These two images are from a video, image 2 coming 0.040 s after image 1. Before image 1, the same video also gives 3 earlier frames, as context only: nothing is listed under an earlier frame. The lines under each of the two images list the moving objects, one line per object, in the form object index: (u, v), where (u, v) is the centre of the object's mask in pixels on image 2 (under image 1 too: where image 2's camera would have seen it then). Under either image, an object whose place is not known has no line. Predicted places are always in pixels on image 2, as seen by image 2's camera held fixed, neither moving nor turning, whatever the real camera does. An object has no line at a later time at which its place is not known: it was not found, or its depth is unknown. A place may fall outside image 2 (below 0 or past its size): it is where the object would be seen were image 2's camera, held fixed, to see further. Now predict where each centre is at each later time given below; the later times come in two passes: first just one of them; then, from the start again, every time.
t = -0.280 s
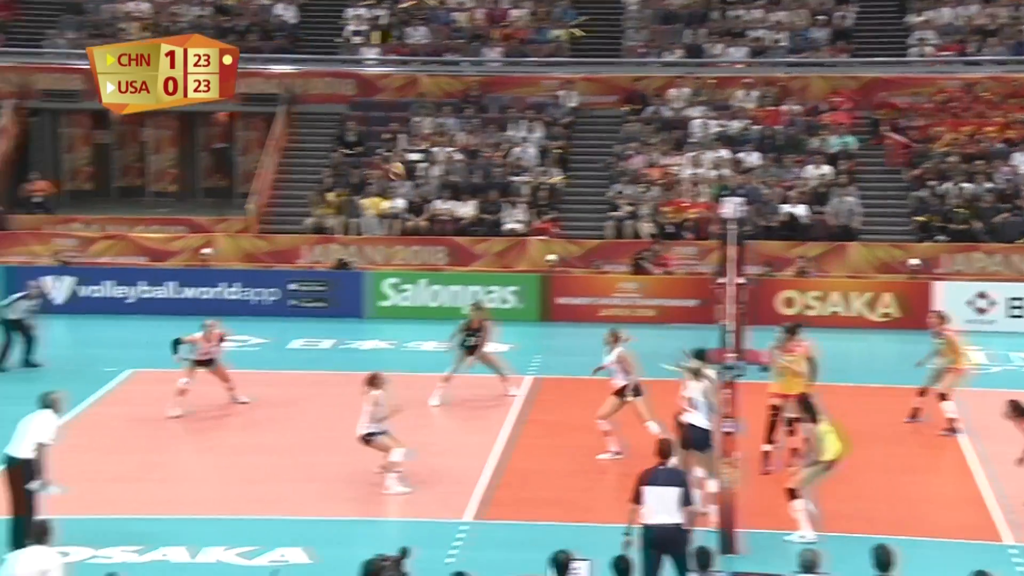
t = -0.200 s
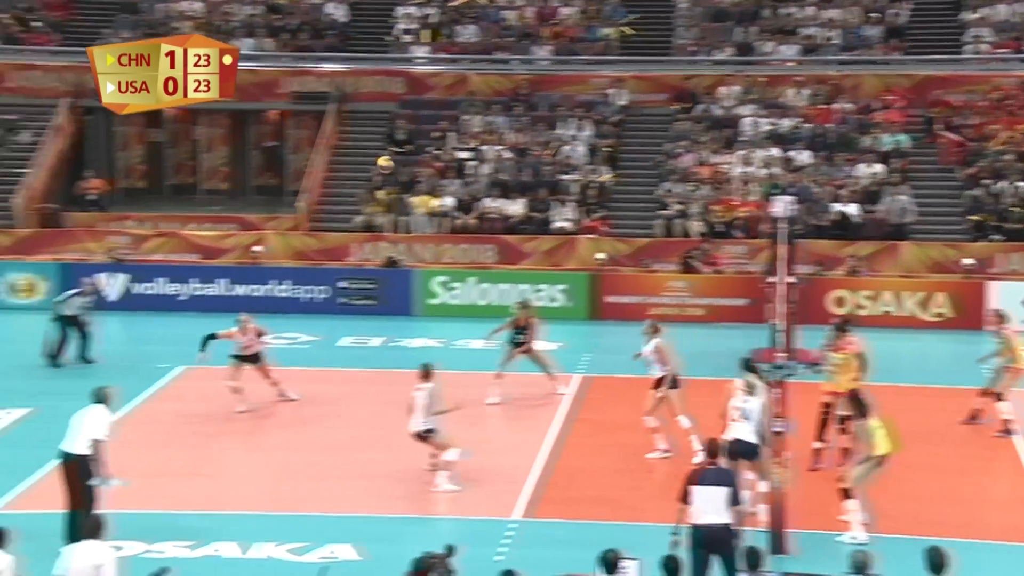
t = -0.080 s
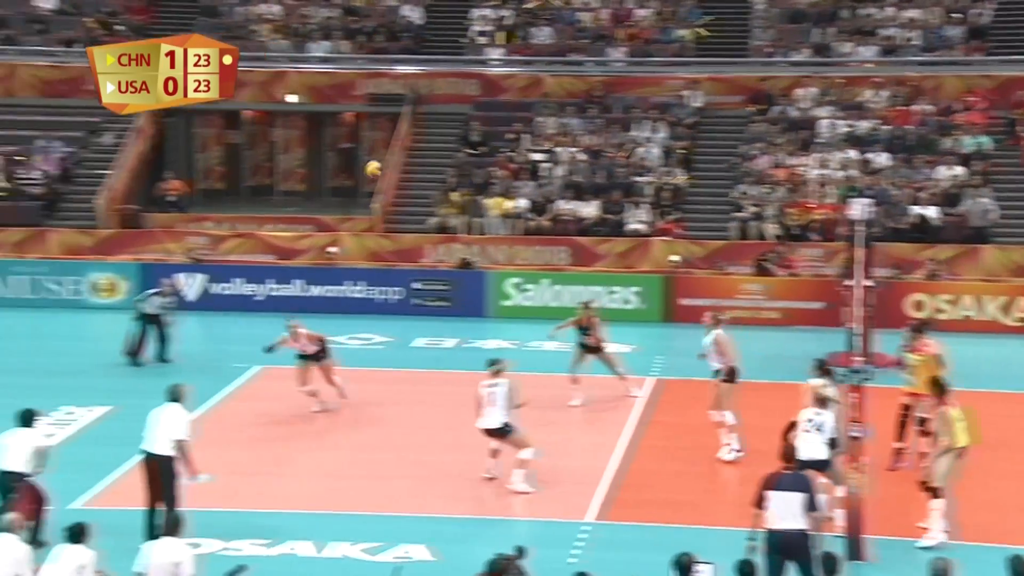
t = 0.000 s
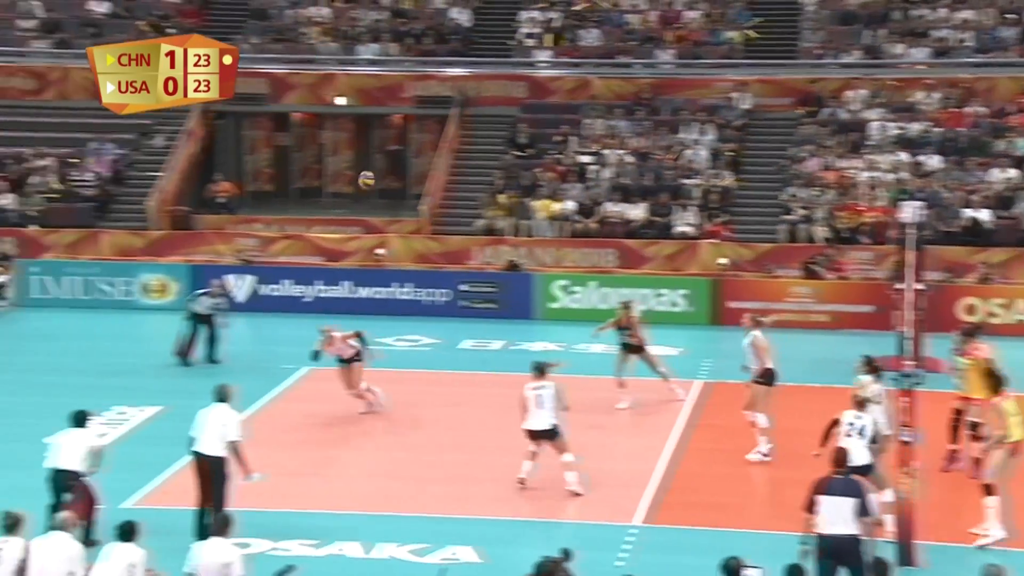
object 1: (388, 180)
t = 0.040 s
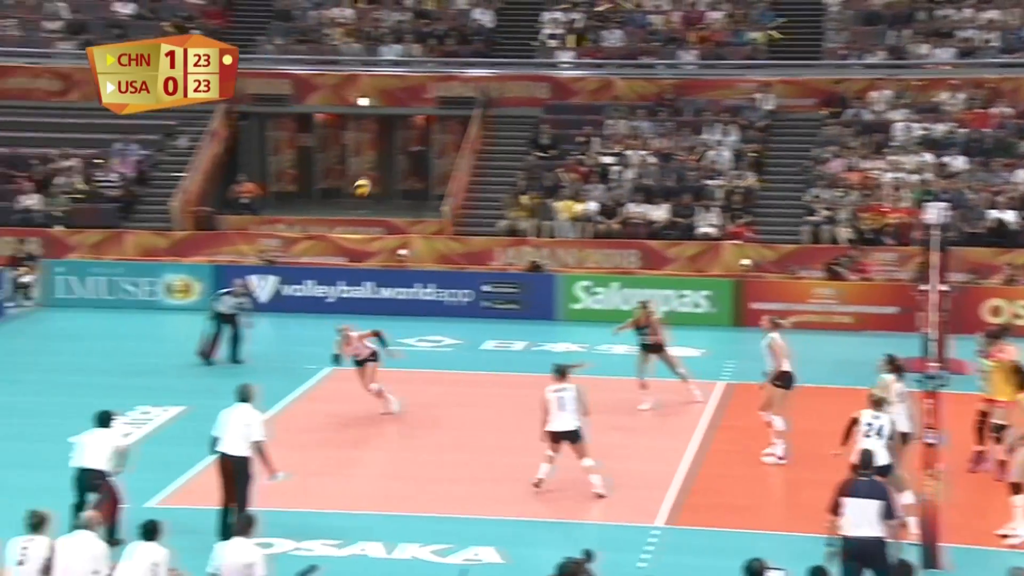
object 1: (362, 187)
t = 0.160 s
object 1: (288, 211)
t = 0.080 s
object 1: (337, 194)
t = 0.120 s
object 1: (312, 203)
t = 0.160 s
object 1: (288, 211)
